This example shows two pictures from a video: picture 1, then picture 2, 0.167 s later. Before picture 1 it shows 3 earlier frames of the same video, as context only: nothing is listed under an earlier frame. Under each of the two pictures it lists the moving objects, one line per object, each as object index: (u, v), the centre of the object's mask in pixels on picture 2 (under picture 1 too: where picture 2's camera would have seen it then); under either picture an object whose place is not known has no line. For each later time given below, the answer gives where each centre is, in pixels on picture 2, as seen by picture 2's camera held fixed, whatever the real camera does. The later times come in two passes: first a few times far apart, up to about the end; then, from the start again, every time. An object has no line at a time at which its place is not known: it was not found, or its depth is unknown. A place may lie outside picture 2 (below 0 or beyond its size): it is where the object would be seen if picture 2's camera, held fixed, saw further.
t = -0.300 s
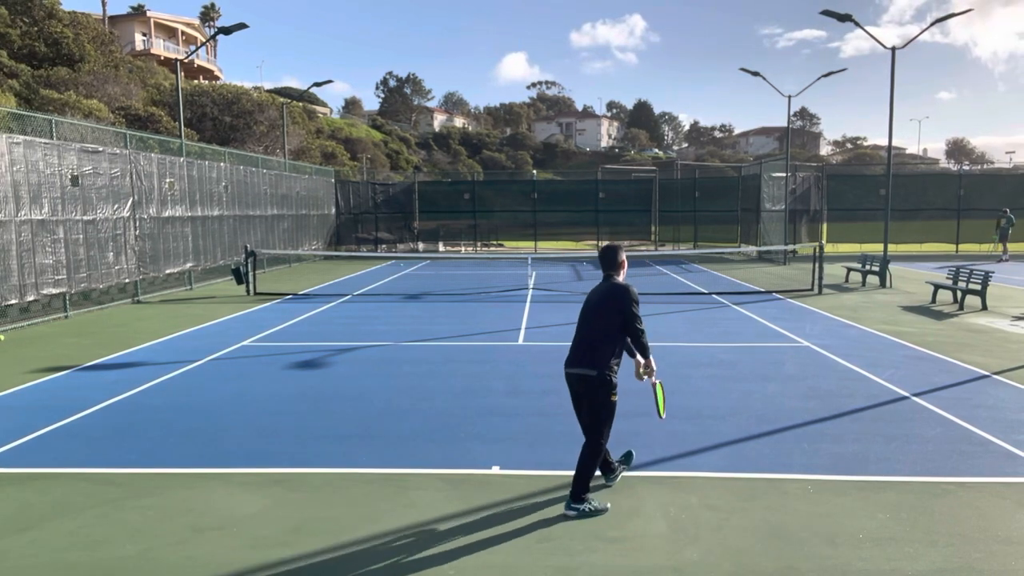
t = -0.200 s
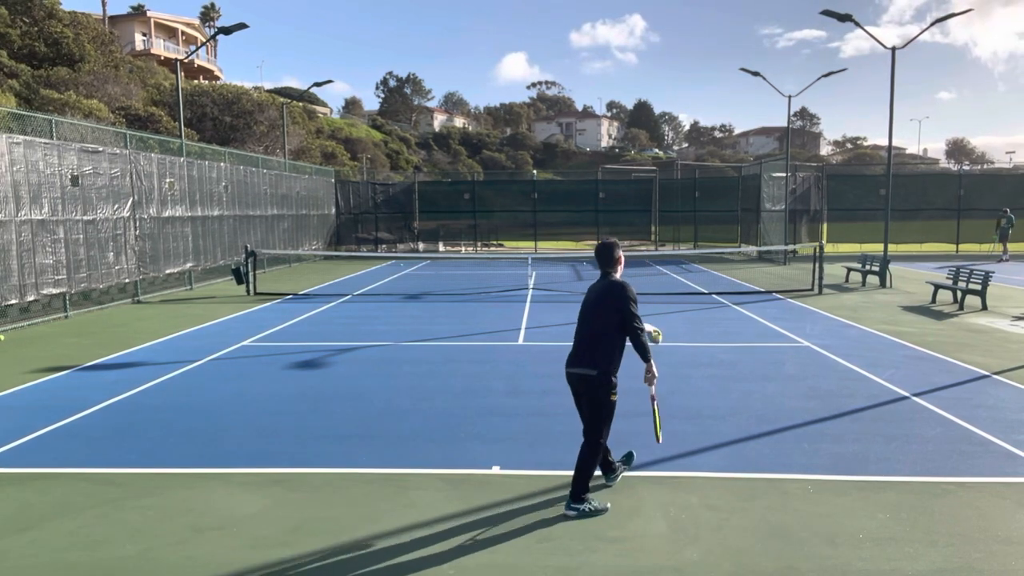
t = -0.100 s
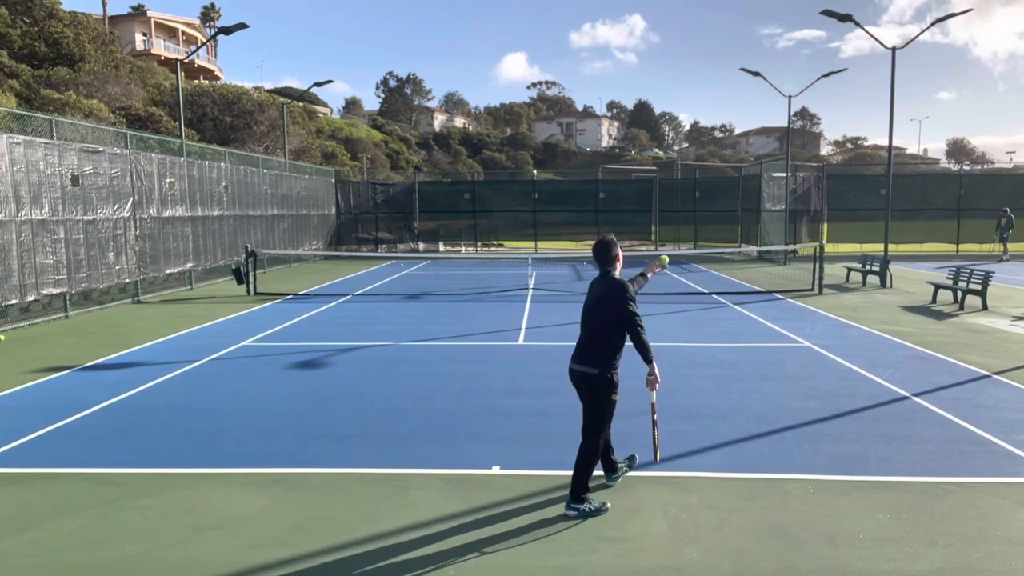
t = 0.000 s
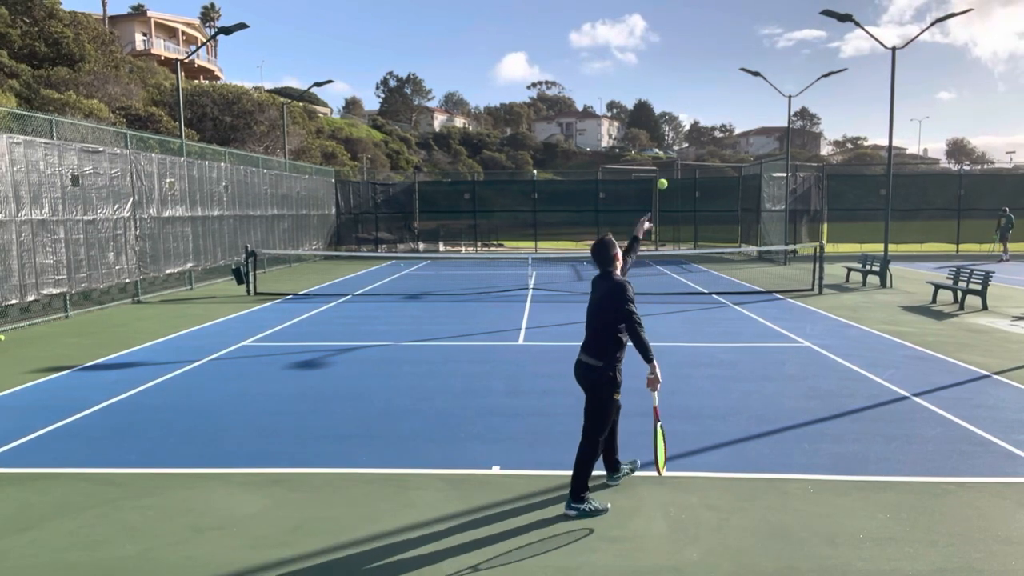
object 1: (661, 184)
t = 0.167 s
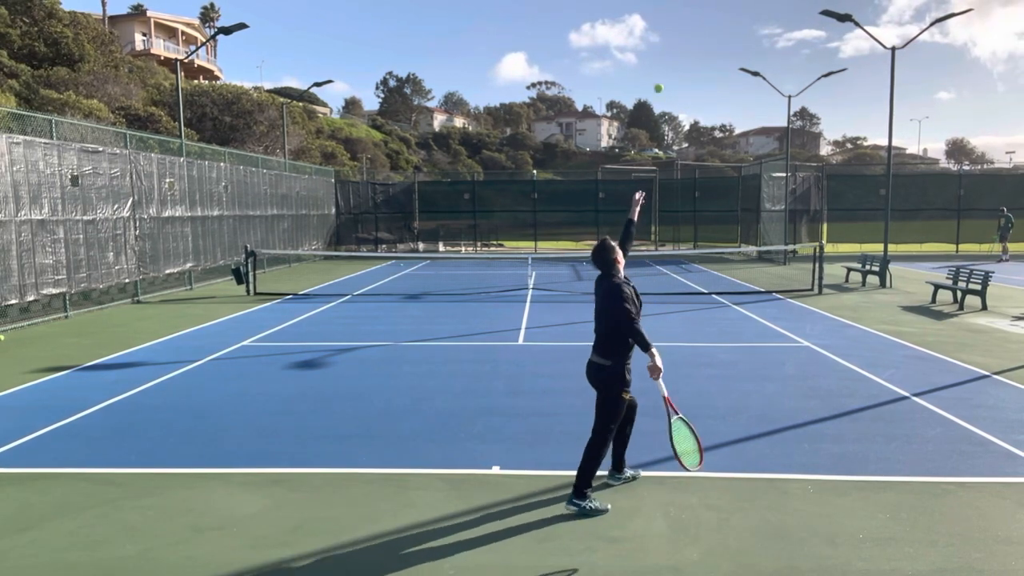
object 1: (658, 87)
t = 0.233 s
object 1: (657, 59)
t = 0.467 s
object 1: (651, 13)
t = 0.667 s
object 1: (645, 33)
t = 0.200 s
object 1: (658, 73)
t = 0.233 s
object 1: (657, 59)
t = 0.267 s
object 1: (655, 44)
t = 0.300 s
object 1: (655, 38)
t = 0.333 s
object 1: (654, 30)
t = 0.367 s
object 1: (653, 23)
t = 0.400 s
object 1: (653, 18)
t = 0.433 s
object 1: (652, 15)
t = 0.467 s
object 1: (651, 13)
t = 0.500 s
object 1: (650, 13)
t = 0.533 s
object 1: (649, 14)
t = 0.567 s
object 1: (648, 16)
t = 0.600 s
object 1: (647, 20)
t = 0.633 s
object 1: (646, 26)
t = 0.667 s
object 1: (645, 33)
